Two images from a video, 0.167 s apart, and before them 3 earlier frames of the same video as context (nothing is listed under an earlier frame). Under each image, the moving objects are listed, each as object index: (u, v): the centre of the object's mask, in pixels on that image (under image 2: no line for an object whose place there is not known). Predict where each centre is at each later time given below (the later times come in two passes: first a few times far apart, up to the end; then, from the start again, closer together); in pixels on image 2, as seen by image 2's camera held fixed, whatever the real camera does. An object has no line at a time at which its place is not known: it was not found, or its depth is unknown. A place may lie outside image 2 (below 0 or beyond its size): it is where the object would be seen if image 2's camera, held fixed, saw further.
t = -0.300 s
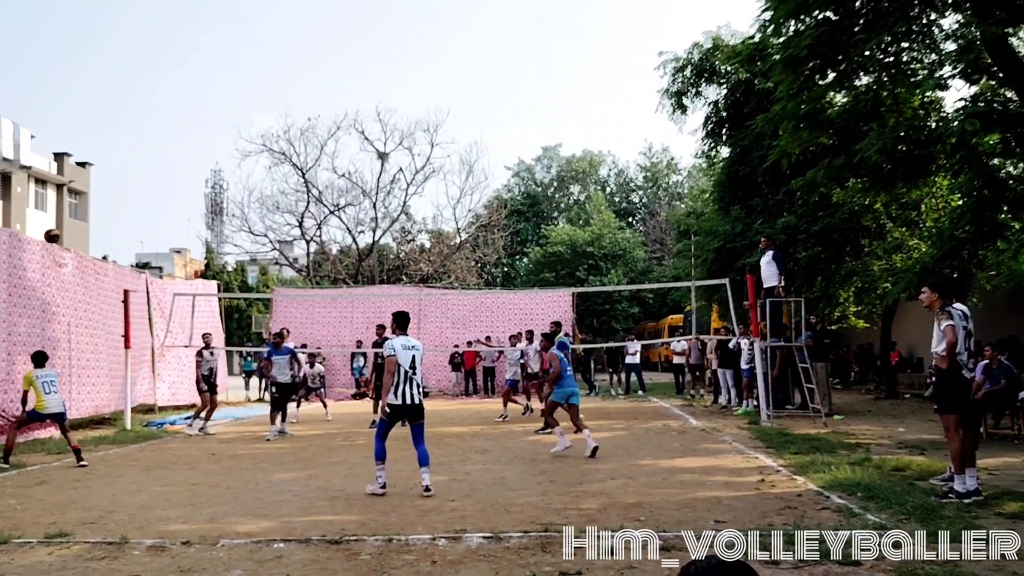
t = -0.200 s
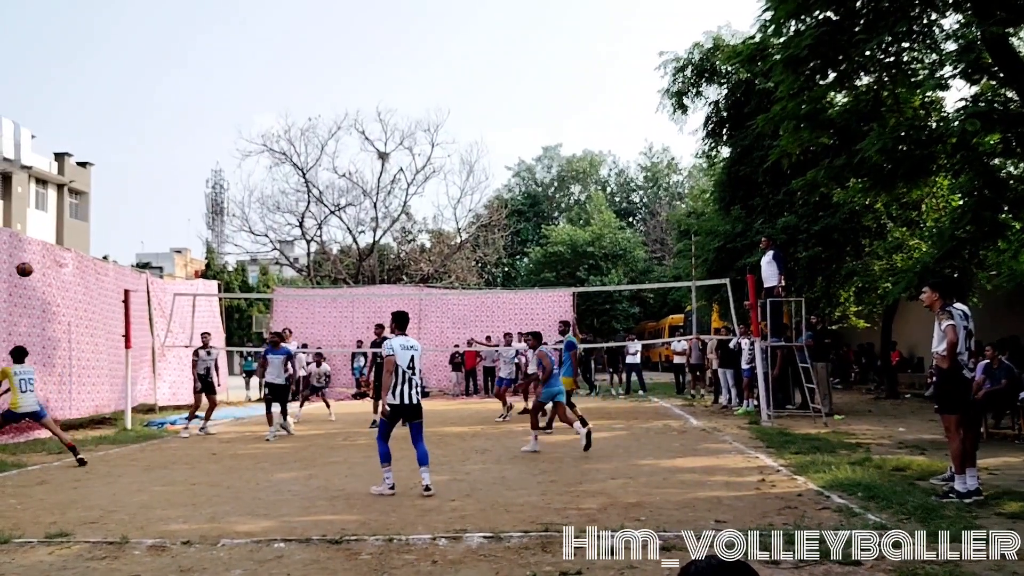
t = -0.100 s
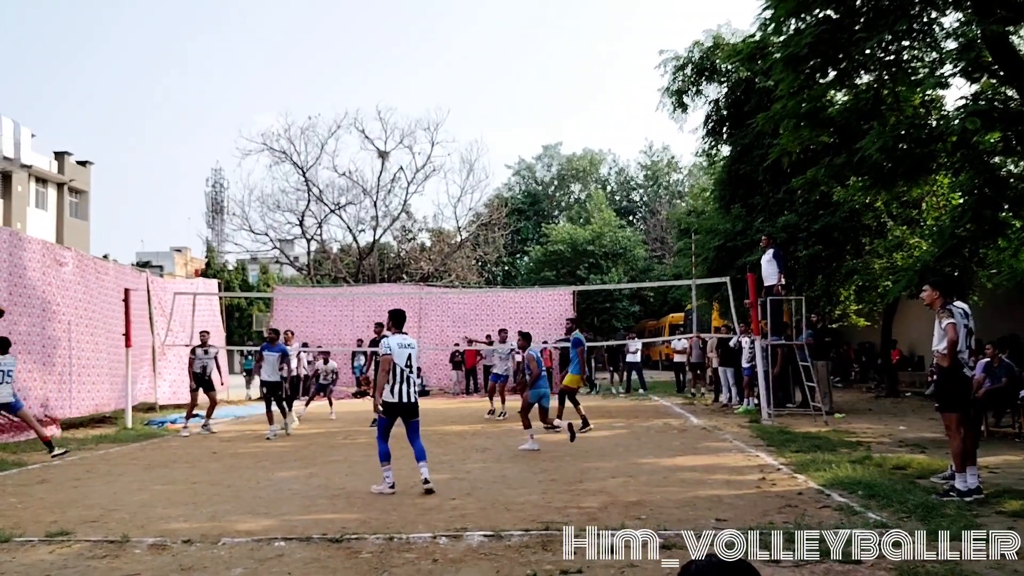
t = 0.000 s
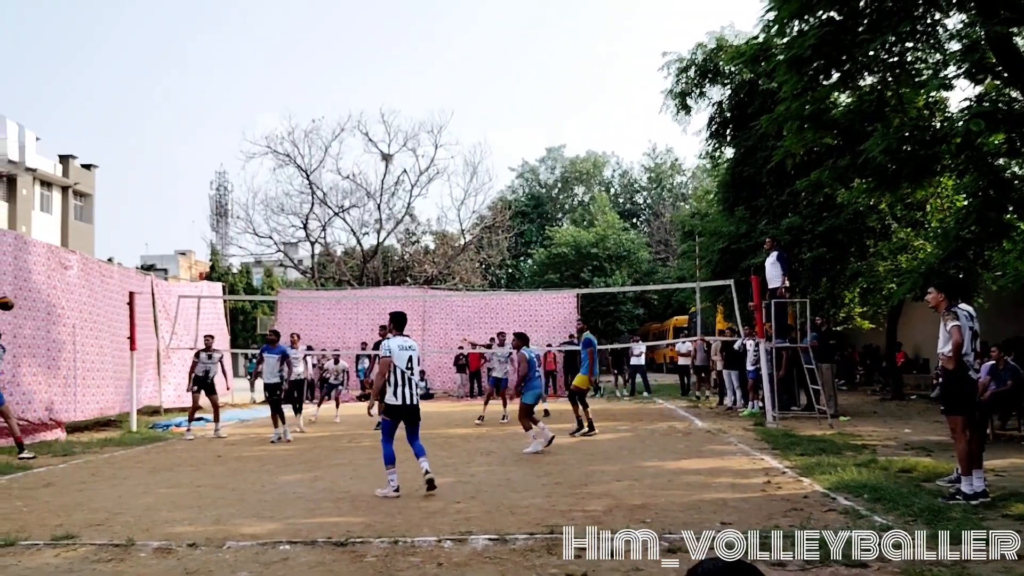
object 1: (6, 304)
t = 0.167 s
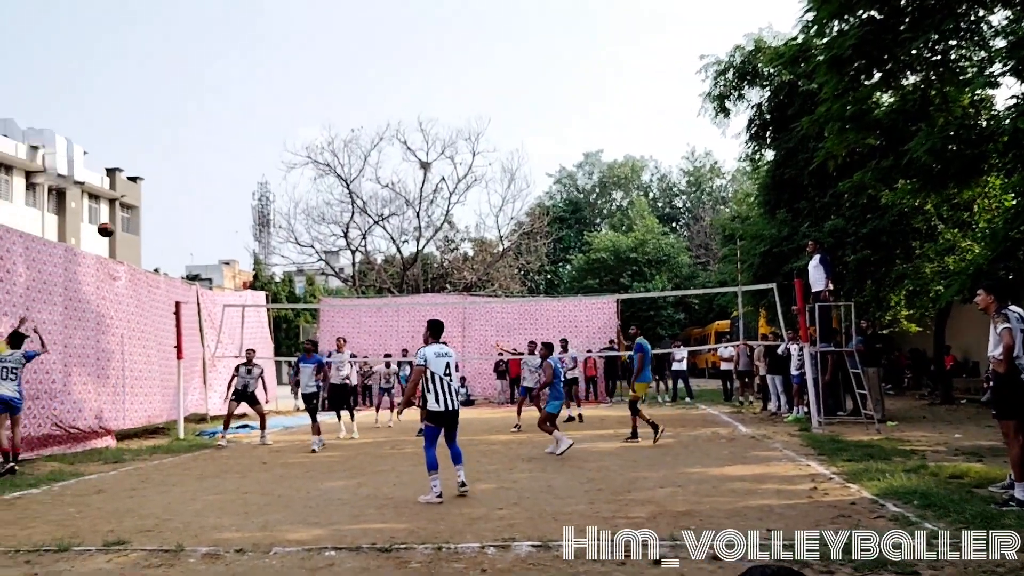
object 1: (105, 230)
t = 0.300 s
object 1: (146, 178)
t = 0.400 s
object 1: (176, 148)
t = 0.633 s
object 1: (248, 107)
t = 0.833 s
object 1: (311, 105)
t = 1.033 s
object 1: (375, 135)
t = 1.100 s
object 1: (396, 152)
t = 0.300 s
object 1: (146, 178)
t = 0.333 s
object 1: (156, 167)
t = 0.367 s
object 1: (166, 157)
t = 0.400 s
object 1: (176, 148)
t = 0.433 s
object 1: (186, 140)
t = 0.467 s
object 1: (196, 133)
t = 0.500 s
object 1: (206, 126)
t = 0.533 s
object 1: (217, 120)
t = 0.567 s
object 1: (227, 115)
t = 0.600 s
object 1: (238, 111)
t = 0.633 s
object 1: (248, 107)
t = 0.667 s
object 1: (258, 104)
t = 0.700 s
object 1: (269, 103)
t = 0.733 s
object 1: (280, 102)
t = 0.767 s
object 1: (290, 103)
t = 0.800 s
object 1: (300, 104)
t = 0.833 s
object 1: (311, 105)
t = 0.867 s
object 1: (322, 108)
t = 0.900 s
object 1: (332, 112)
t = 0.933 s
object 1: (343, 116)
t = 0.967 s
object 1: (354, 122)
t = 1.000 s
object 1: (364, 128)
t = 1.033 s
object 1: (375, 135)
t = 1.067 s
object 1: (386, 143)
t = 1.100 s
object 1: (396, 152)
